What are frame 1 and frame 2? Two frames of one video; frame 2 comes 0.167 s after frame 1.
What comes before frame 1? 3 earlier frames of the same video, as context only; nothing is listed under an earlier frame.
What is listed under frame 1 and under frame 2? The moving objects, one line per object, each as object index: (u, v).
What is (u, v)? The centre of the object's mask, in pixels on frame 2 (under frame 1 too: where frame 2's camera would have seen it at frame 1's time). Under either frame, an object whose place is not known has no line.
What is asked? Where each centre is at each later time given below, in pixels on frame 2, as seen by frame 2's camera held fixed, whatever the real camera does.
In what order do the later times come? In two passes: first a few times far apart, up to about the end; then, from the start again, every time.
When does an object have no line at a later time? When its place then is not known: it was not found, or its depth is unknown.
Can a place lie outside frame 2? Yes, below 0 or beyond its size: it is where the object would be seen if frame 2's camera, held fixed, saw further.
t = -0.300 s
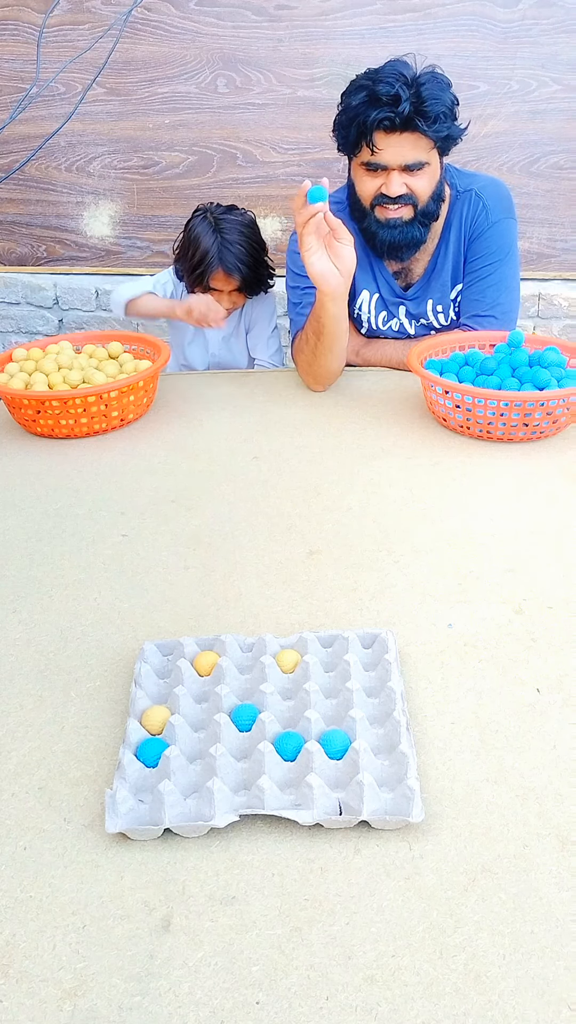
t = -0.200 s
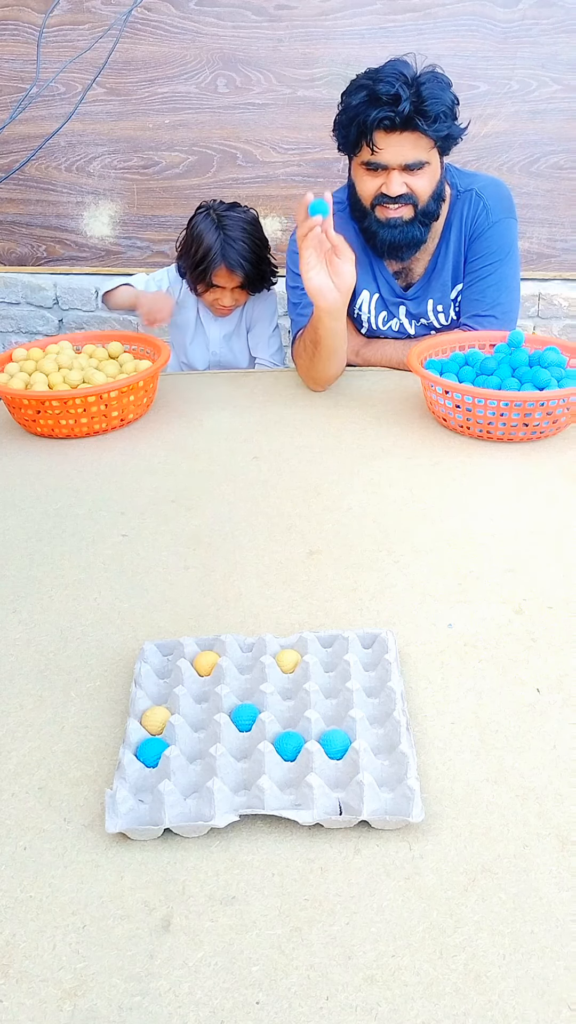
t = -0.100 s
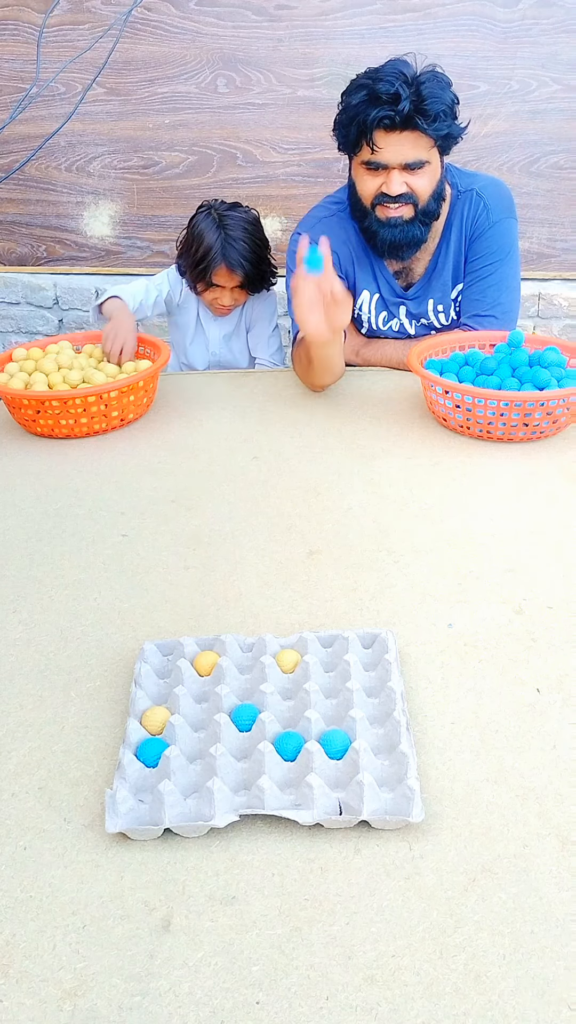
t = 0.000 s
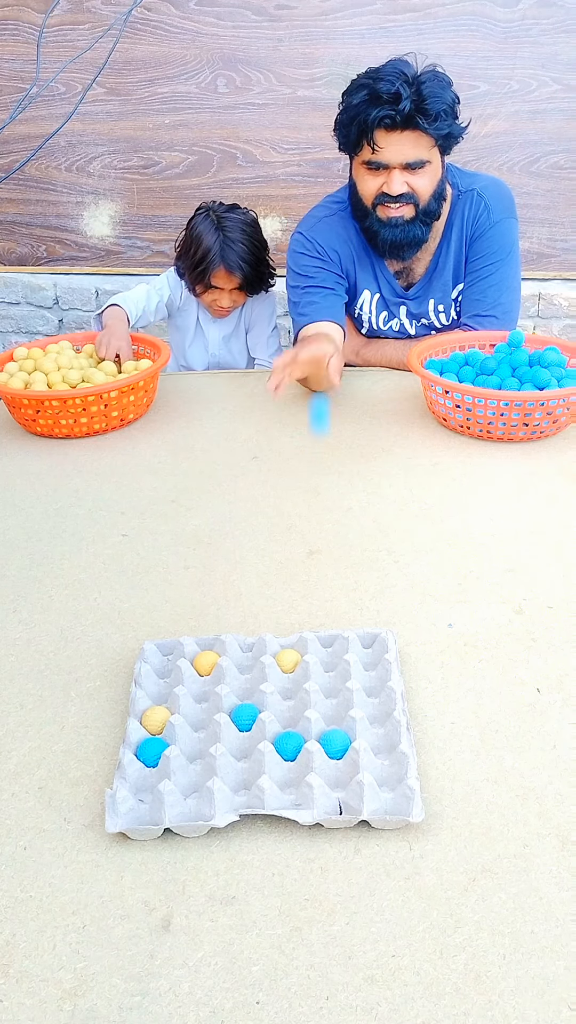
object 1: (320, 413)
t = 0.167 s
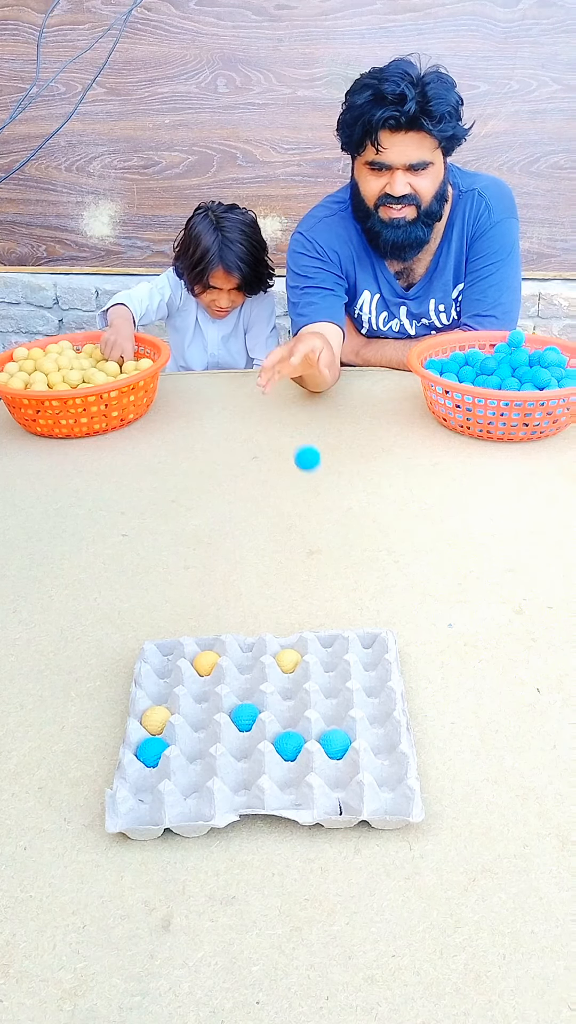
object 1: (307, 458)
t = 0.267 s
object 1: (292, 456)
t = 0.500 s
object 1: (292, 679)
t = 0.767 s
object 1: (445, 841)
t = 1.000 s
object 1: (563, 1000)
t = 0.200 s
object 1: (302, 450)
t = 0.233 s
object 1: (297, 448)
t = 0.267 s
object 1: (292, 456)
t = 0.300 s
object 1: (288, 474)
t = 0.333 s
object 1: (284, 501)
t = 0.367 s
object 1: (280, 541)
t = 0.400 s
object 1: (277, 586)
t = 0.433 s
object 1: (275, 643)
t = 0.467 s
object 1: (275, 693)
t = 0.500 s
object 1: (292, 679)
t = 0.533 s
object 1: (309, 672)
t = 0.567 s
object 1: (329, 674)
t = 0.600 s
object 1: (347, 685)
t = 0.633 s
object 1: (369, 706)
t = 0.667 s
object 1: (388, 734)
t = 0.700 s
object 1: (408, 774)
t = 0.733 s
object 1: (426, 804)
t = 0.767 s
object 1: (445, 841)
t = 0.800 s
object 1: (462, 859)
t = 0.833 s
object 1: (477, 868)
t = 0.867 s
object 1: (493, 887)
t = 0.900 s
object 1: (511, 919)
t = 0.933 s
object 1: (526, 958)
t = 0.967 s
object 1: (546, 979)
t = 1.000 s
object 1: (563, 1000)
